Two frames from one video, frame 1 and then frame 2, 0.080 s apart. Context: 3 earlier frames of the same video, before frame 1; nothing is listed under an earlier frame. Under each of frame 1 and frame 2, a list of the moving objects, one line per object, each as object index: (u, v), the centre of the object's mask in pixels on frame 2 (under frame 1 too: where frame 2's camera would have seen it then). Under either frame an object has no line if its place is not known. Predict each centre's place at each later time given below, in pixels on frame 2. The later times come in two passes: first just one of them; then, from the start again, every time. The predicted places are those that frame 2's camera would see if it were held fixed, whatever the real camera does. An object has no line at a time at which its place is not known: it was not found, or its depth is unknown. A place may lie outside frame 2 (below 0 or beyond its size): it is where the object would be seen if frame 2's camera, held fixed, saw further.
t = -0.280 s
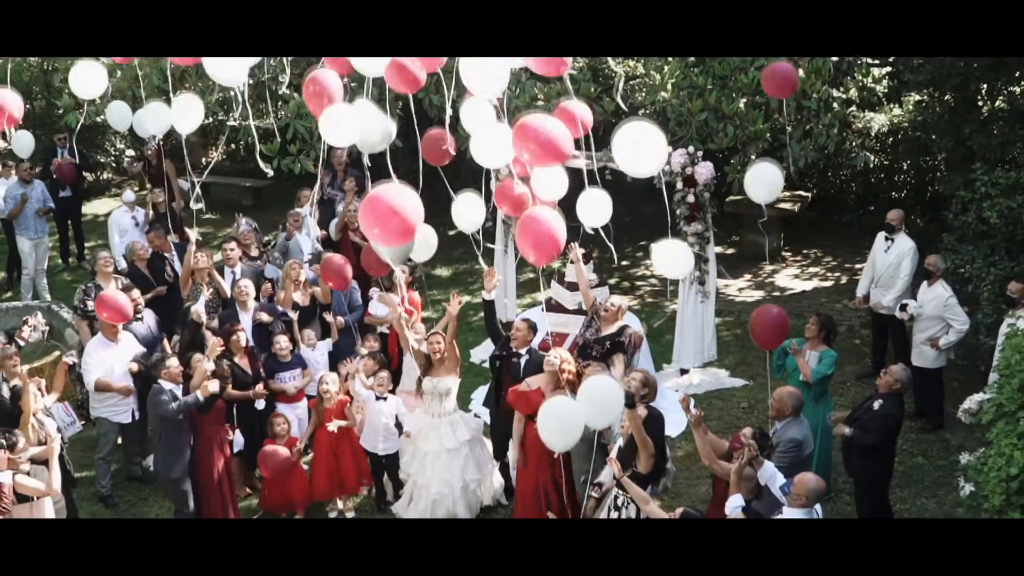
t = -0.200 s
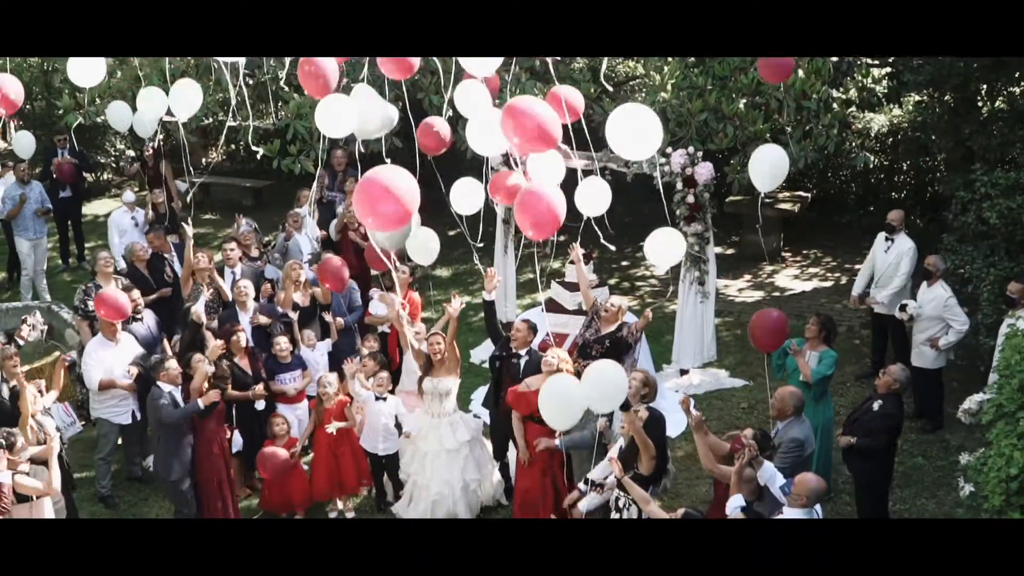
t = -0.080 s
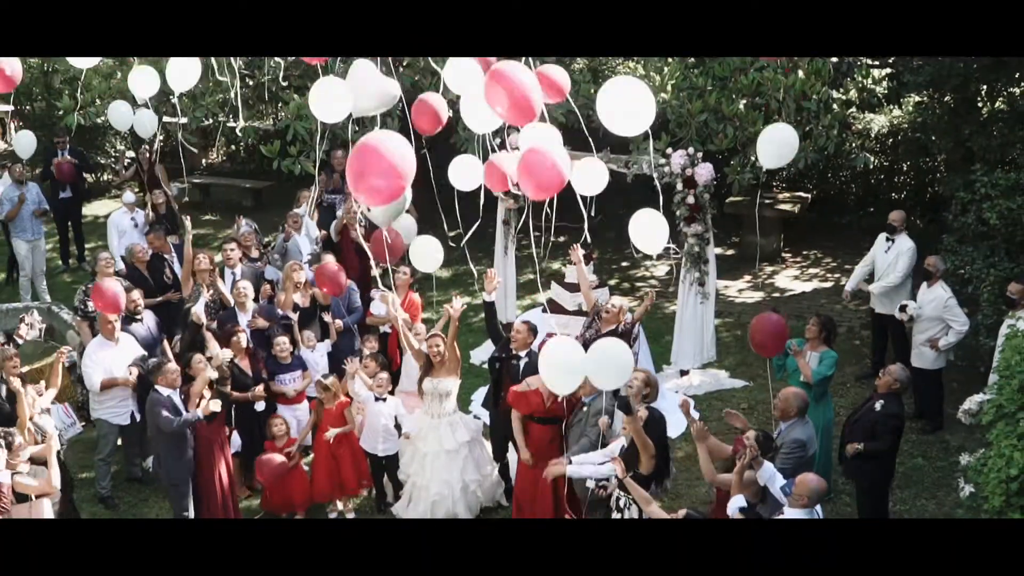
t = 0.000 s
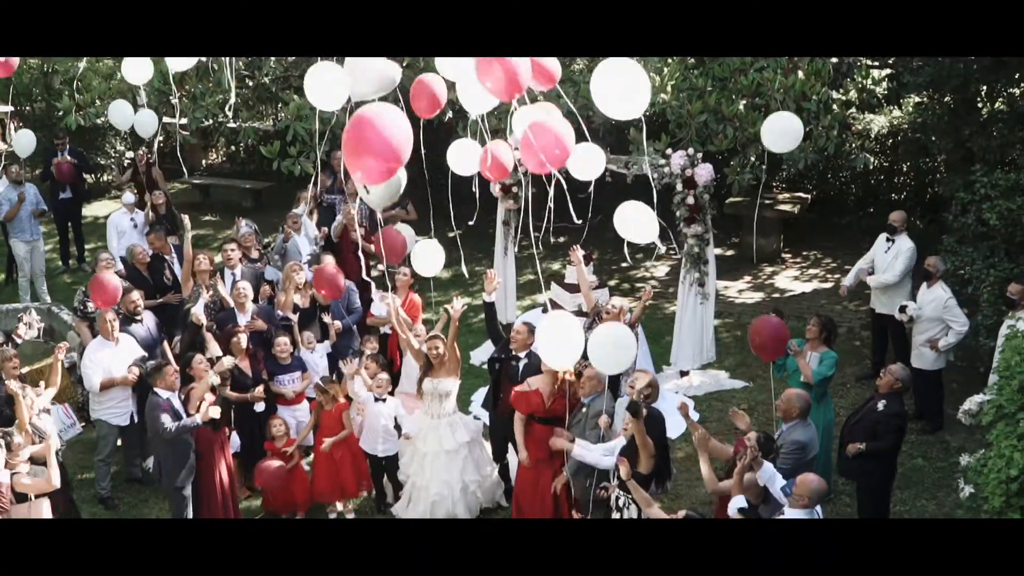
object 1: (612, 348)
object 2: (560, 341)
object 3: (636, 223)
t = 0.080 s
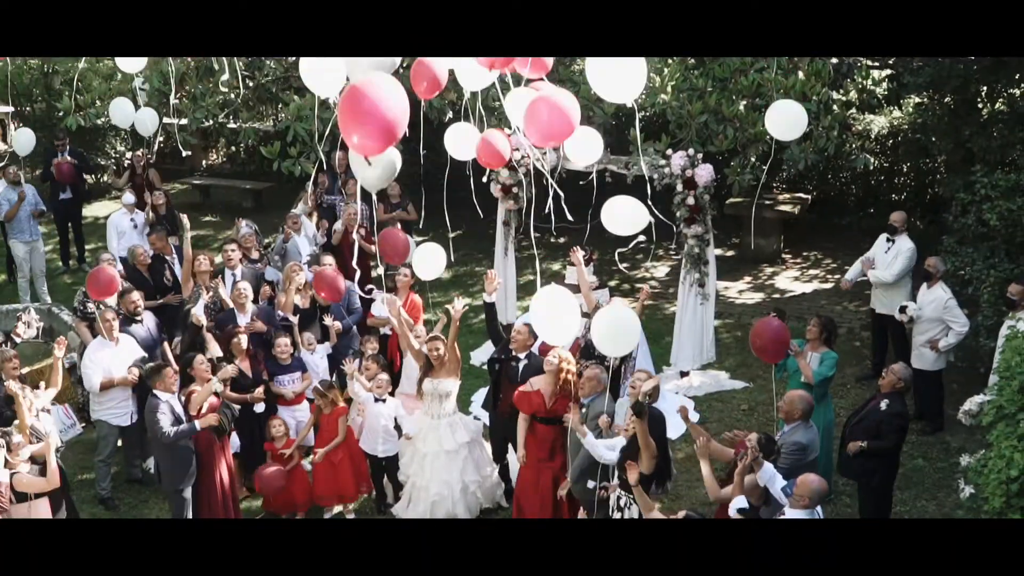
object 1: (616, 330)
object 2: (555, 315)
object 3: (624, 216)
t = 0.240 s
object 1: (623, 288)
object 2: (543, 263)
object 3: (604, 201)
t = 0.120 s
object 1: (618, 320)
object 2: (552, 303)
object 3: (619, 212)
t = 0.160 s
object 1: (620, 310)
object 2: (549, 289)
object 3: (614, 209)
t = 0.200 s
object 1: (622, 299)
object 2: (546, 277)
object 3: (609, 206)
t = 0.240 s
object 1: (623, 288)
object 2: (543, 263)
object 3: (604, 201)
